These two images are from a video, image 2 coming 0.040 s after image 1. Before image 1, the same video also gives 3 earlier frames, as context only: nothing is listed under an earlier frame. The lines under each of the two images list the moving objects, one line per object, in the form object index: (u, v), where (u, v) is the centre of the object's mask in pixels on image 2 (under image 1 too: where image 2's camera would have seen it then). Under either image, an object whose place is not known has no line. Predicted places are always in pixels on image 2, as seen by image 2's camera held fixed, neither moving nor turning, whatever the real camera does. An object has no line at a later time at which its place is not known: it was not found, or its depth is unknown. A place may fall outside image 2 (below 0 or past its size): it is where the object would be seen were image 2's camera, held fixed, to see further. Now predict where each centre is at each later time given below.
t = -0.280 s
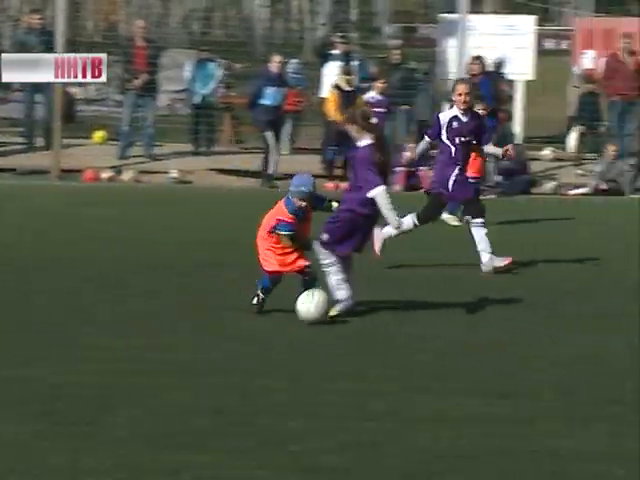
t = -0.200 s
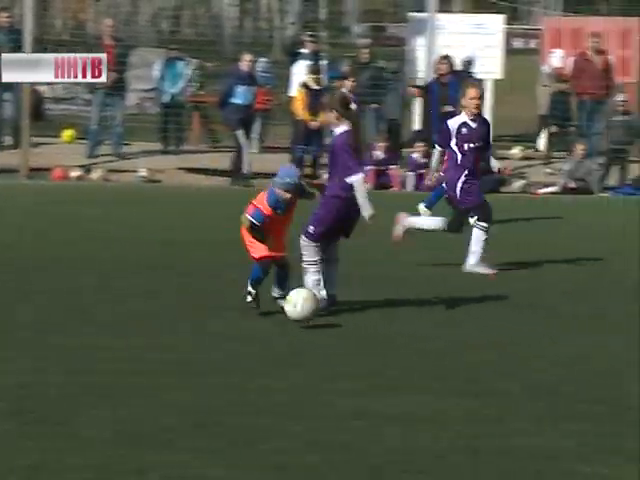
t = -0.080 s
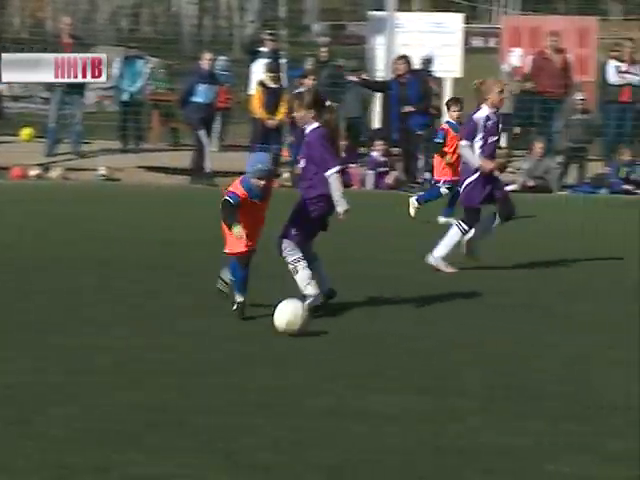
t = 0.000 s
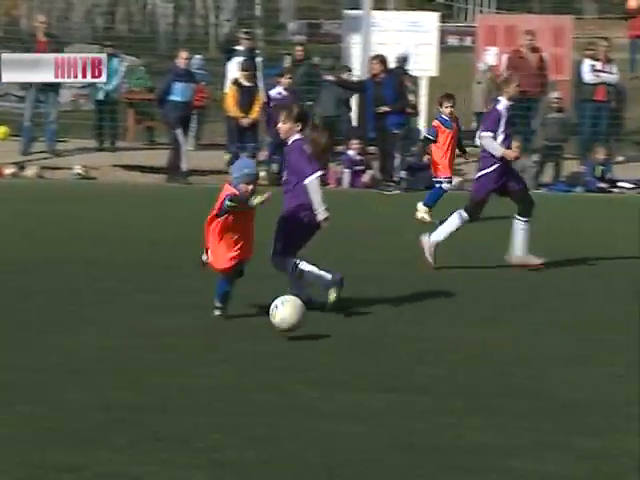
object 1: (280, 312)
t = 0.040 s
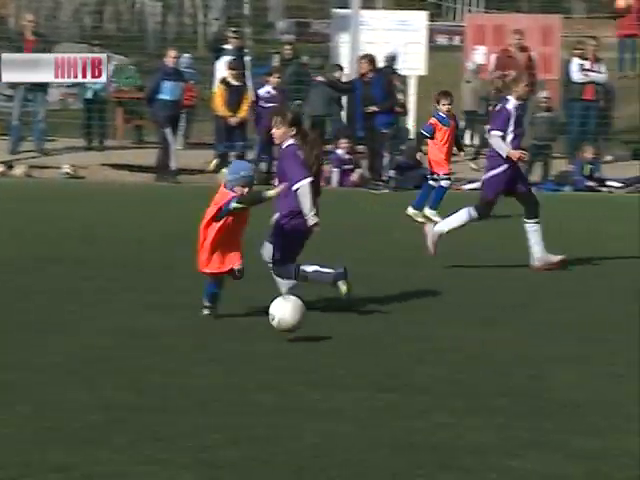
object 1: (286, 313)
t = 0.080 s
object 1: (297, 317)
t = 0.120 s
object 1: (303, 323)
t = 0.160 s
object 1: (311, 330)
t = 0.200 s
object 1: (321, 331)
